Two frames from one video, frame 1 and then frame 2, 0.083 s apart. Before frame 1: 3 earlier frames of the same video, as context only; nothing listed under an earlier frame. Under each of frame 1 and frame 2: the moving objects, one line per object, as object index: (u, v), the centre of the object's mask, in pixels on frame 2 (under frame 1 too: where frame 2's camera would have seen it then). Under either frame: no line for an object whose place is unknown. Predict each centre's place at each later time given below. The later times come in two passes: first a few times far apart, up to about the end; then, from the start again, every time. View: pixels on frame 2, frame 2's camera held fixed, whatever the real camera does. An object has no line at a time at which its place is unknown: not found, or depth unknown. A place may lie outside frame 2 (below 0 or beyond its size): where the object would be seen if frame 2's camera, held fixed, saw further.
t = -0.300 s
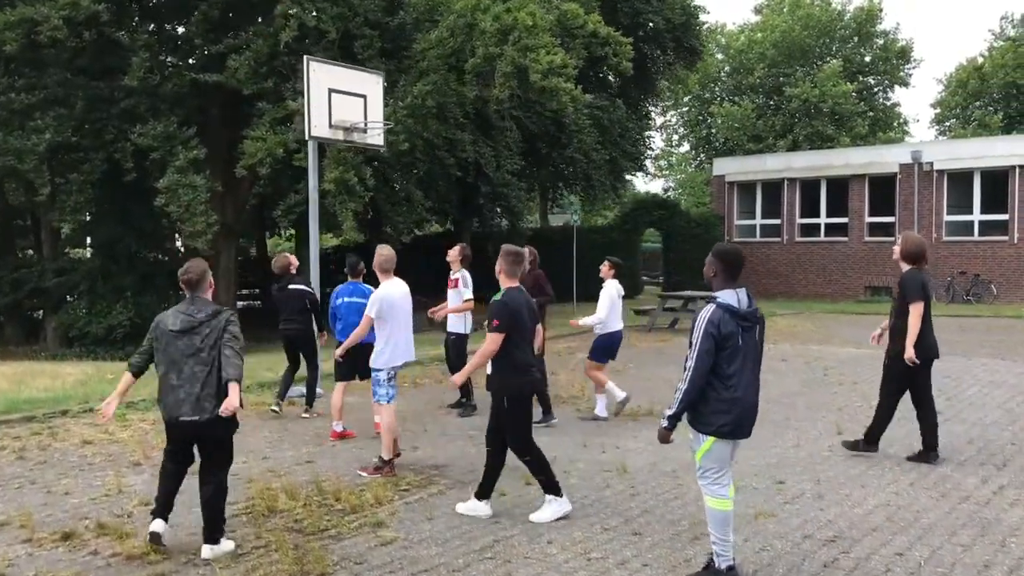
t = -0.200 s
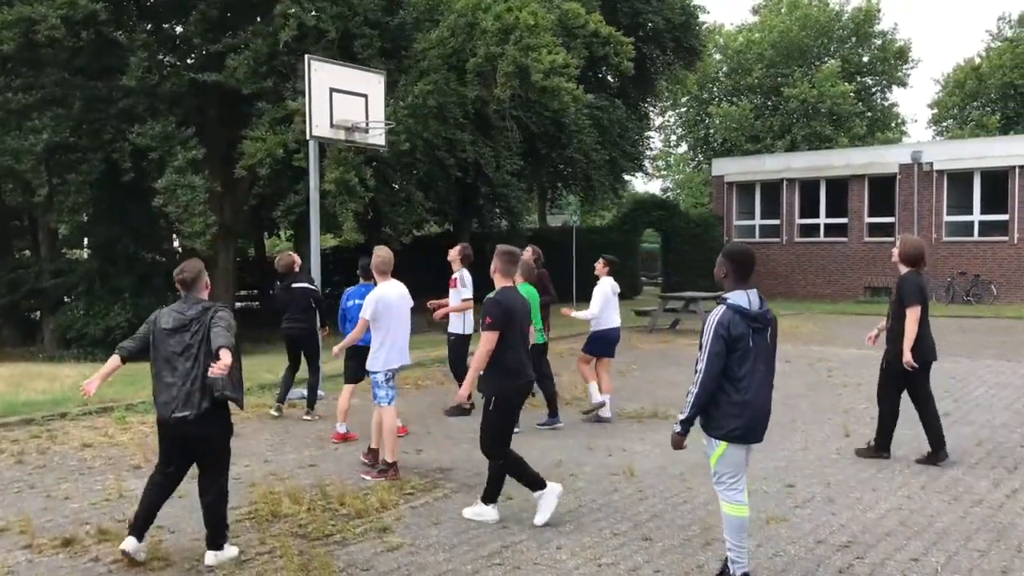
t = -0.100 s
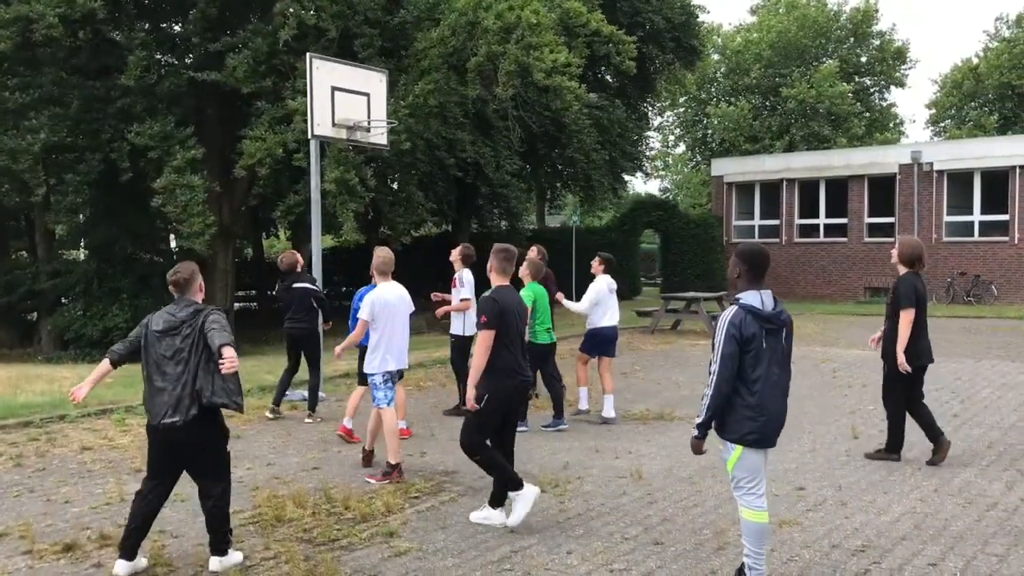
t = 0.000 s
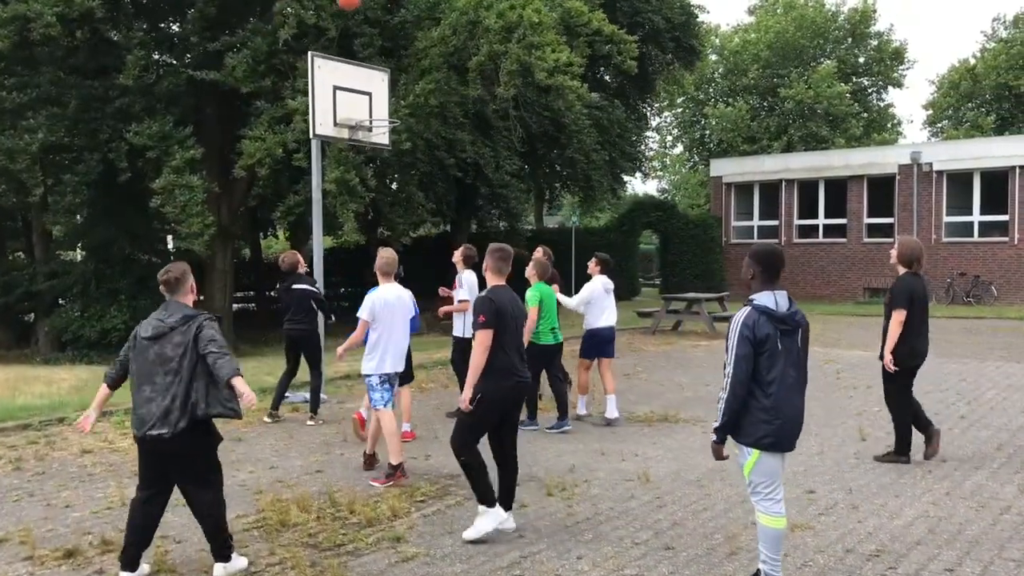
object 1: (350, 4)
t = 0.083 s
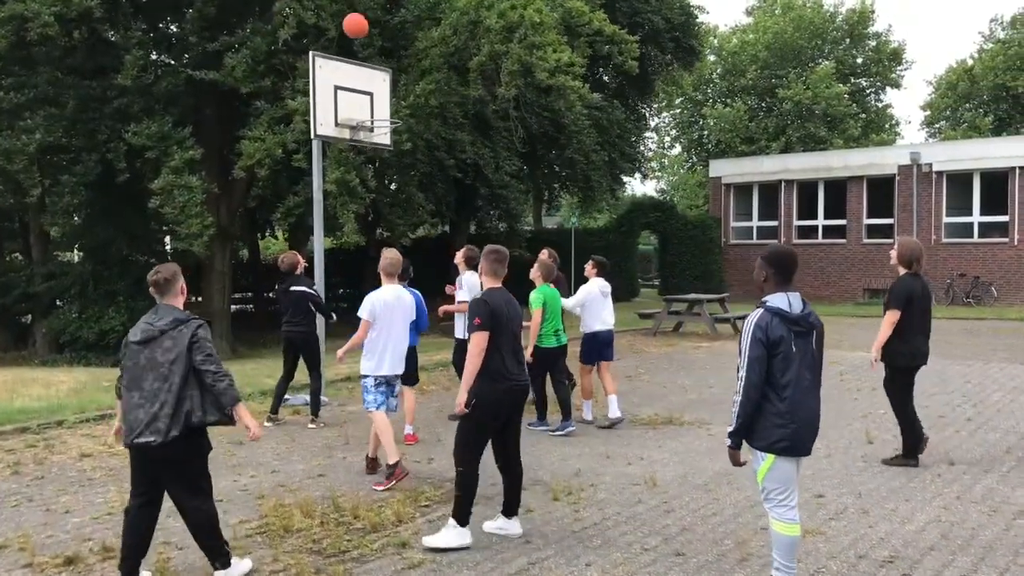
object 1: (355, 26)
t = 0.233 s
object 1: (365, 90)
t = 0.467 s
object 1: (388, 78)
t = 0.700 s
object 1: (414, 71)
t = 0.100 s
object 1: (357, 32)
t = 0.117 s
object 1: (358, 39)
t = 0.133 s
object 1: (359, 46)
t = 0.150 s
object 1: (360, 52)
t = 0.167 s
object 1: (361, 59)
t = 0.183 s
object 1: (362, 67)
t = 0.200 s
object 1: (363, 75)
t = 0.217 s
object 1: (364, 82)
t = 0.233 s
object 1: (365, 90)
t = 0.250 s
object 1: (366, 99)
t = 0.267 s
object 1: (367, 107)
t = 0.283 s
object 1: (368, 114)
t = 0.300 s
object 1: (369, 113)
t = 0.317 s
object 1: (371, 108)
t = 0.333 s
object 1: (373, 104)
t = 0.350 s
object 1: (375, 100)
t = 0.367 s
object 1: (377, 96)
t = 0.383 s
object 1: (378, 93)
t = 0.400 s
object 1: (380, 89)
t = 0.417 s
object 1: (382, 86)
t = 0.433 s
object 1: (384, 83)
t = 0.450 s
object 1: (386, 80)
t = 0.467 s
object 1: (388, 78)
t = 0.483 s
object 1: (390, 76)
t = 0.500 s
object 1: (391, 74)
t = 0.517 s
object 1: (393, 73)
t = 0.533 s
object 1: (395, 71)
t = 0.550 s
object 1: (397, 70)
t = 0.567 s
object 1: (398, 70)
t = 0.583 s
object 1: (400, 69)
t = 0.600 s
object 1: (402, 69)
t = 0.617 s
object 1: (405, 68)
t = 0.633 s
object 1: (407, 68)
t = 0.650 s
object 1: (408, 68)
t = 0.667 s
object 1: (410, 69)
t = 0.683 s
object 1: (412, 70)
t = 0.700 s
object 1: (414, 71)
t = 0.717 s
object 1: (416, 73)
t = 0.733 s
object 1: (417, 74)
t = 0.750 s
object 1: (419, 76)
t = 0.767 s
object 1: (421, 78)
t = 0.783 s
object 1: (423, 80)
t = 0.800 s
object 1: (425, 83)
